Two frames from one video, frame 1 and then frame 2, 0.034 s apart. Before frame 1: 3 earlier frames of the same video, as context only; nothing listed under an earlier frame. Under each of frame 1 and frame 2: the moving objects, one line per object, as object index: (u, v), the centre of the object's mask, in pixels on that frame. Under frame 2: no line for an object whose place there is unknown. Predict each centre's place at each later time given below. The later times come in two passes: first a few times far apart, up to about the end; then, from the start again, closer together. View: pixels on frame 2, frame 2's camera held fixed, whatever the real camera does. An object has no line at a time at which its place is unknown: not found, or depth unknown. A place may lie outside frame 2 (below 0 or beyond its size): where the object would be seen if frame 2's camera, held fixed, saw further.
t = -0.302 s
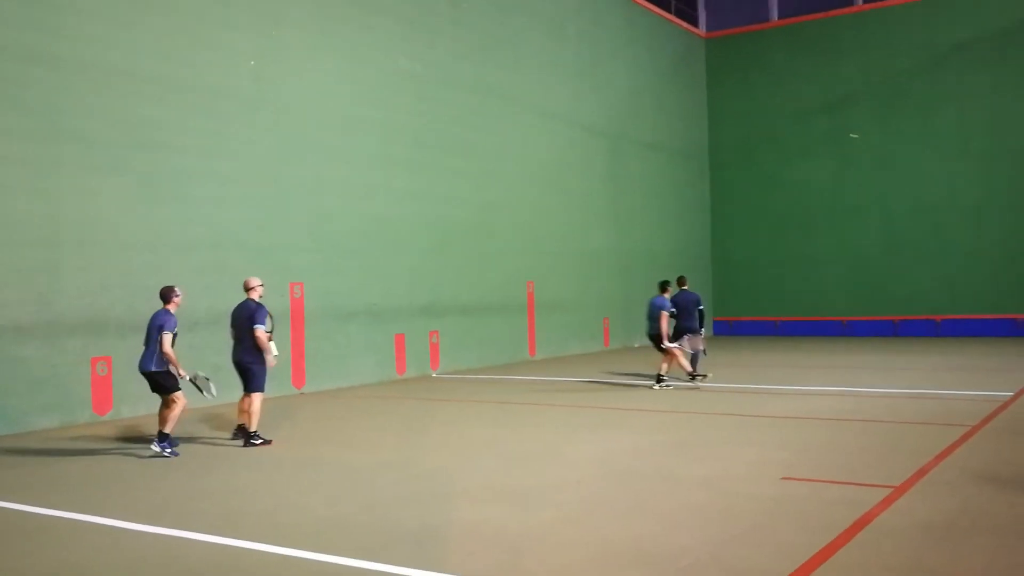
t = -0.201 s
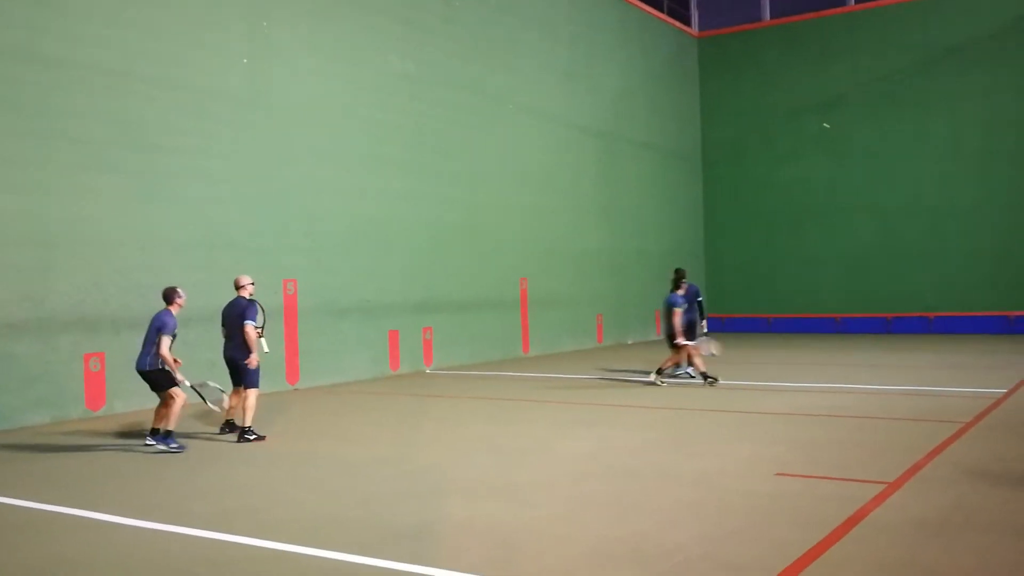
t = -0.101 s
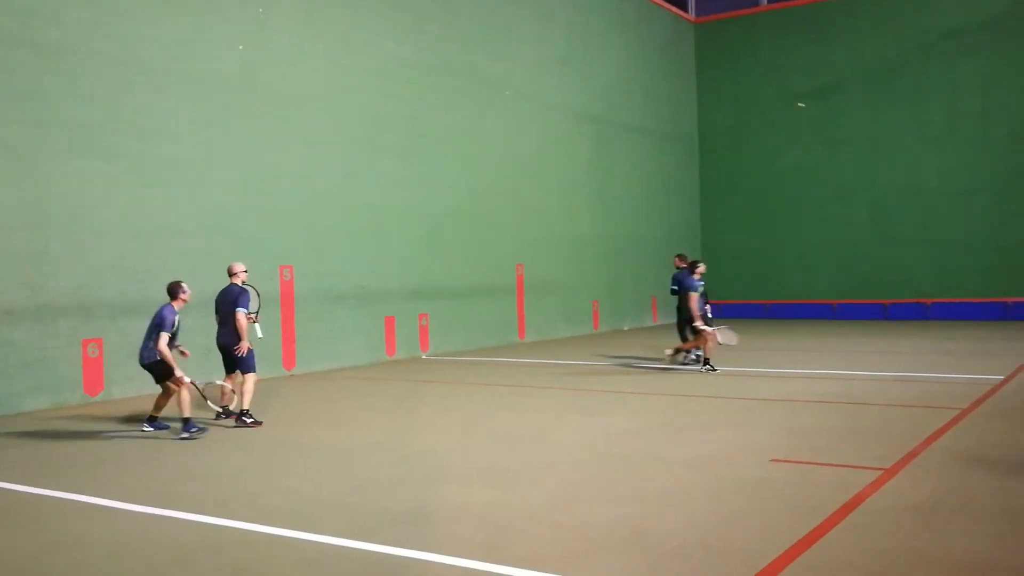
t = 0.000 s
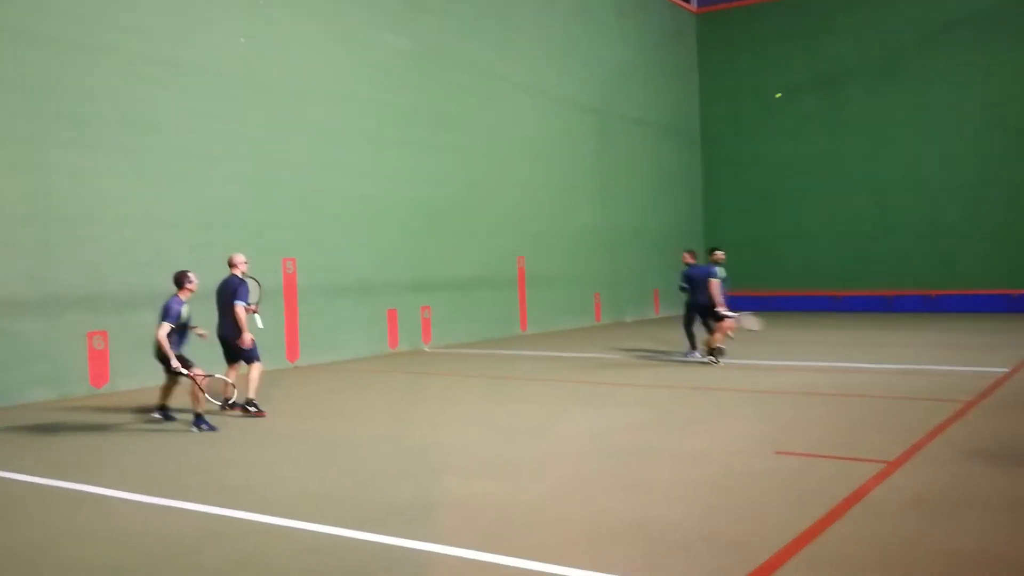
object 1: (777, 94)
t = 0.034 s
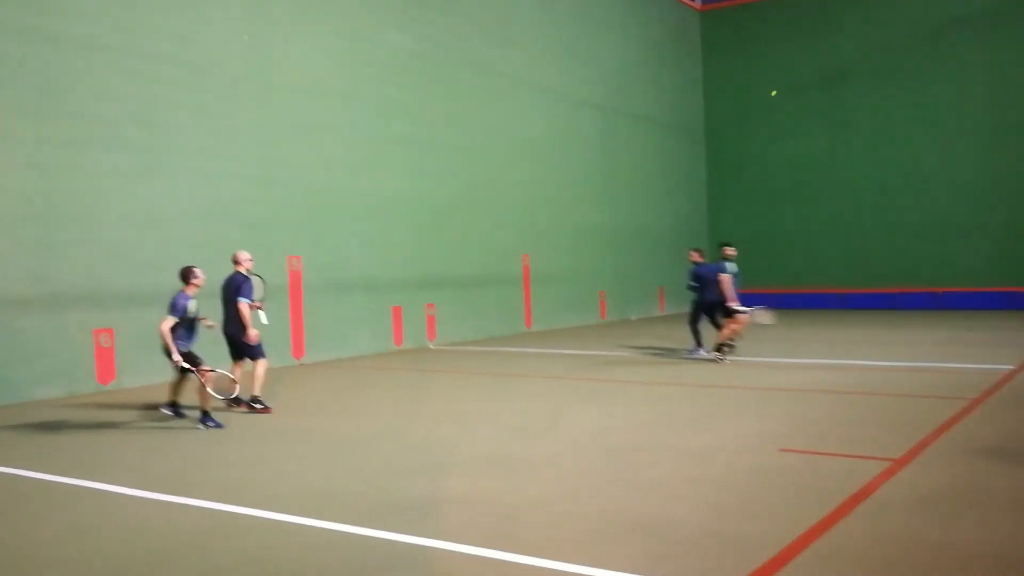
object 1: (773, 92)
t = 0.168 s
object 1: (731, 102)
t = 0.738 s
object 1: (395, 405)
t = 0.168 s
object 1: (731, 102)
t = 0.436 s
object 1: (617, 172)
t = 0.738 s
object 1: (395, 405)
